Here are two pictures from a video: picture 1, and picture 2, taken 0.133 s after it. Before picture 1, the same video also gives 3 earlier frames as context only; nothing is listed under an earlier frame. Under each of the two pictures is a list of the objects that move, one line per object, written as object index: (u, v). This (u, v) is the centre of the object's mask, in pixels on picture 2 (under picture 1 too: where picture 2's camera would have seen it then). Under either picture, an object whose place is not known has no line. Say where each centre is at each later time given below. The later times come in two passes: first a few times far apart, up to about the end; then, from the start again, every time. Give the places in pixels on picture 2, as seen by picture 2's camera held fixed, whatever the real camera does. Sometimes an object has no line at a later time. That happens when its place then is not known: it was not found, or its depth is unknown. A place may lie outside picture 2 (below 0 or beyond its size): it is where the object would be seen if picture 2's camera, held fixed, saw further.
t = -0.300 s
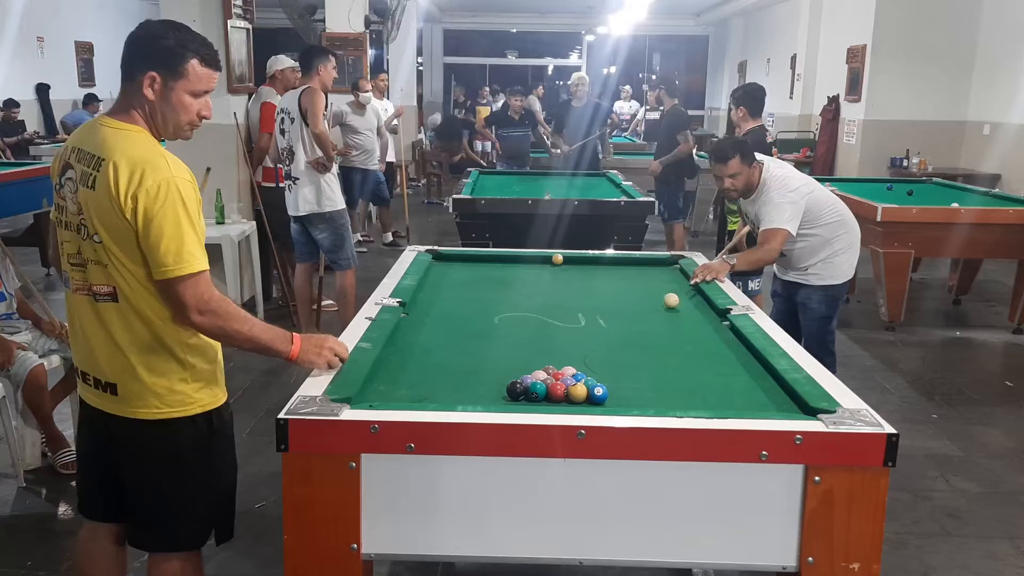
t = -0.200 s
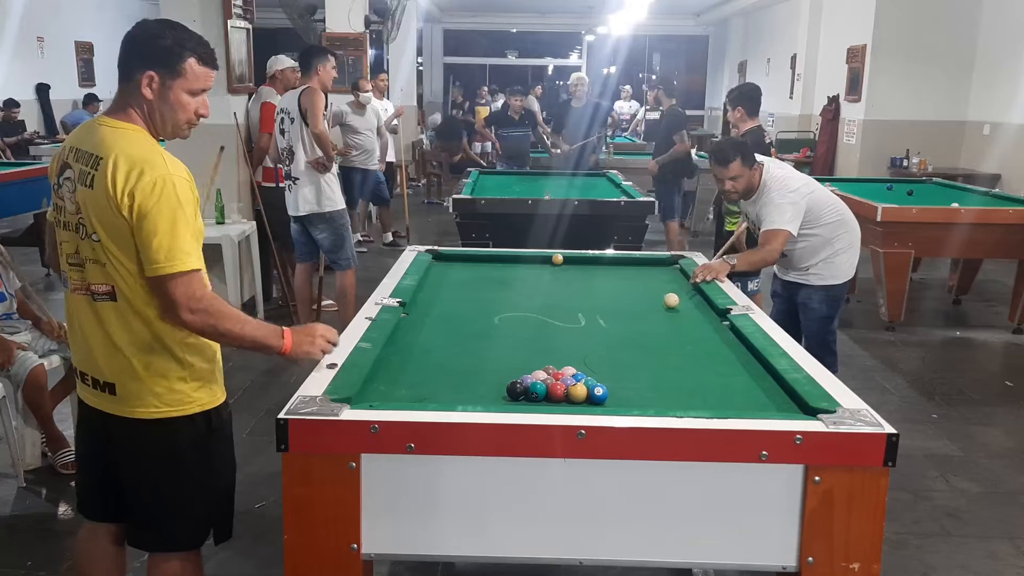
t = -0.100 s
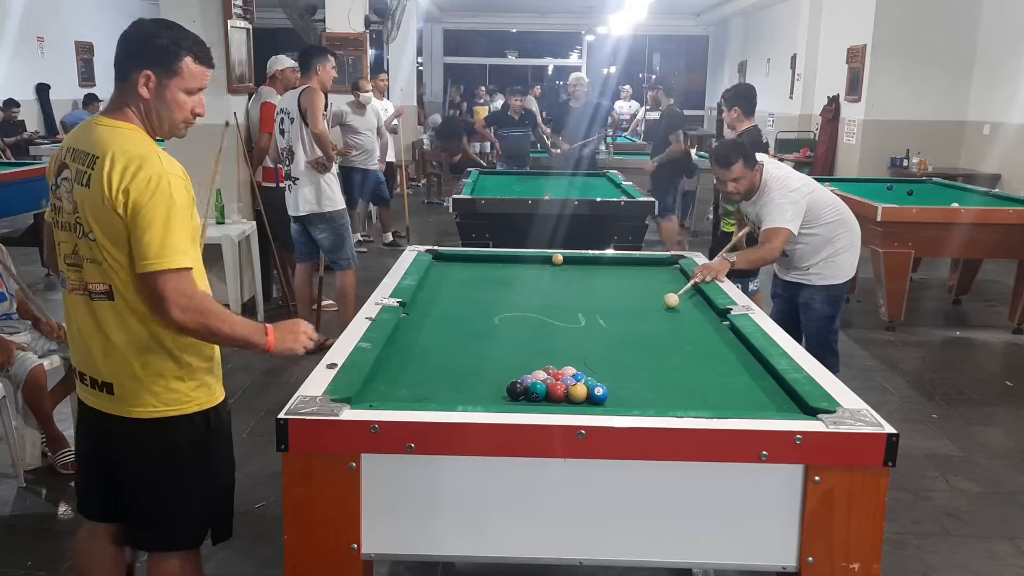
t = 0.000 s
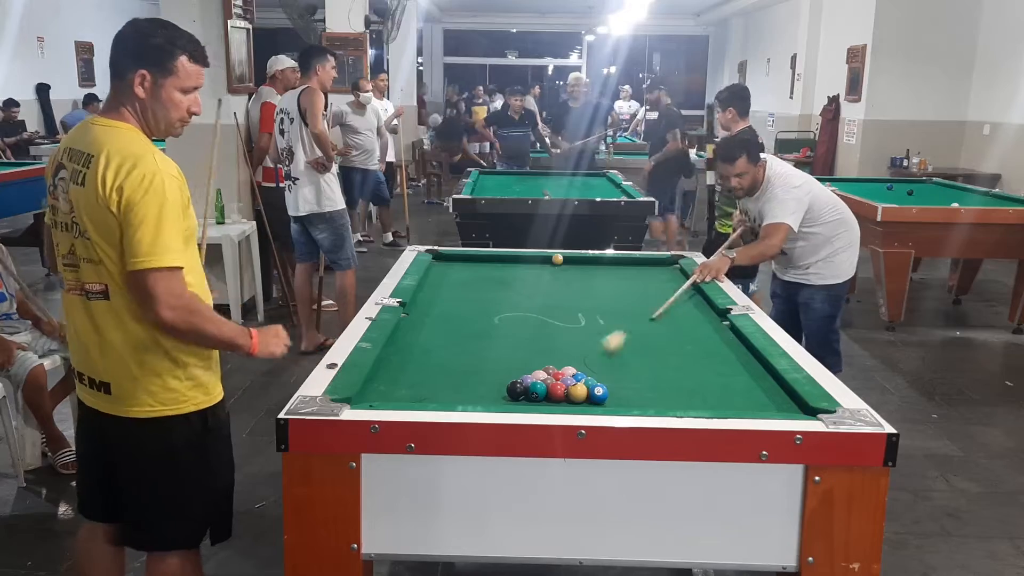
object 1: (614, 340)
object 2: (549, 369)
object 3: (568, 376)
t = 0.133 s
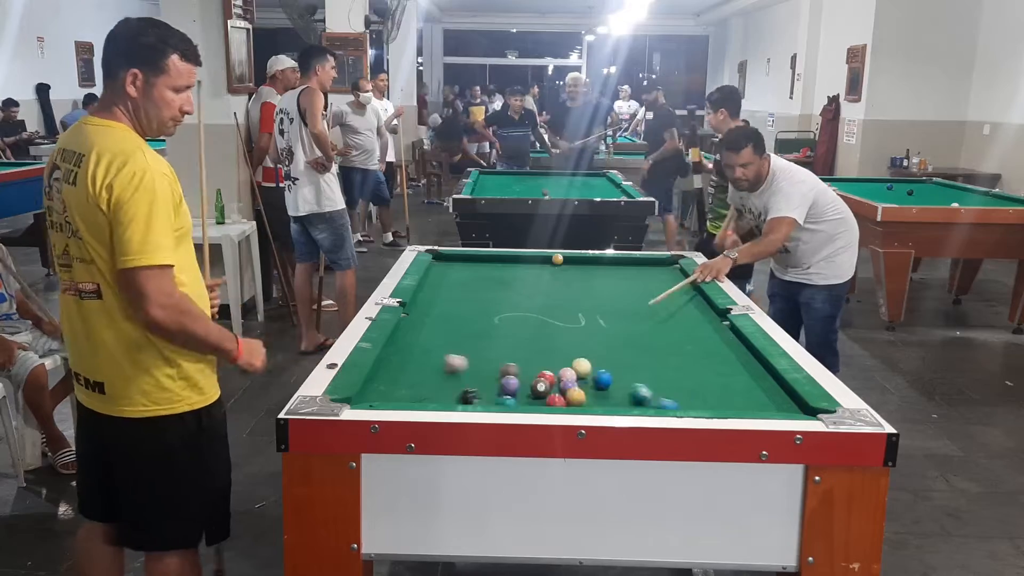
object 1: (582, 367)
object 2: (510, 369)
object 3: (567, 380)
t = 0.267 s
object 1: (592, 366)
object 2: (462, 369)
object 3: (563, 367)
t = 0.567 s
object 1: (631, 360)
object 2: (399, 363)
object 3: (532, 344)
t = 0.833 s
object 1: (661, 355)
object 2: (467, 363)
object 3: (509, 332)
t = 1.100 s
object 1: (689, 350)
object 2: (530, 362)
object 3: (490, 320)
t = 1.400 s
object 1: (715, 346)
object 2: (551, 356)
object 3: (471, 308)
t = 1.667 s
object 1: (736, 343)
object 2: (549, 348)
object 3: (457, 298)
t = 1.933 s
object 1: (726, 340)
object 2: (546, 342)
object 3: (445, 290)
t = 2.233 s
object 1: (708, 338)
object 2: (544, 336)
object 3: (433, 283)
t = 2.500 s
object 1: (695, 336)
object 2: (543, 332)
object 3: (430, 278)
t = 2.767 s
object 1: (685, 335)
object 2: (542, 328)
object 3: (439, 274)
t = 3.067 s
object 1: (676, 334)
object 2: (539, 321)
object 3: (446, 271)
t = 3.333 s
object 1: (670, 333)
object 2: (542, 322)
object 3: (452, 269)
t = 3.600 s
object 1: (668, 333)
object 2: (540, 321)
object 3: (457, 267)
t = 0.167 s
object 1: (583, 367)
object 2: (497, 370)
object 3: (566, 379)
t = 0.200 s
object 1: (584, 368)
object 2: (485, 371)
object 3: (564, 376)
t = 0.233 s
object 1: (587, 367)
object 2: (474, 370)
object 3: (567, 370)
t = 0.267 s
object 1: (592, 366)
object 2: (462, 369)
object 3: (563, 367)
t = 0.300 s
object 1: (597, 365)
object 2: (450, 368)
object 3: (560, 364)
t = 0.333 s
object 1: (601, 365)
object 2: (438, 368)
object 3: (556, 361)
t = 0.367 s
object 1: (606, 364)
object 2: (427, 367)
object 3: (553, 358)
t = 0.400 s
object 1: (610, 363)
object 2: (415, 366)
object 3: (549, 356)
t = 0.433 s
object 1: (614, 362)
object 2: (405, 365)
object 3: (546, 353)
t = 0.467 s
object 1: (619, 362)
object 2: (393, 364)
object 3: (543, 351)
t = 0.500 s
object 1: (623, 361)
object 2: (383, 364)
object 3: (539, 348)
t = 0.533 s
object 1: (627, 360)
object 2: (390, 362)
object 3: (535, 346)
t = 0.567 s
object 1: (631, 360)
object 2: (399, 363)
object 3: (532, 344)
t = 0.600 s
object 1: (635, 359)
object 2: (408, 363)
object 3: (528, 343)
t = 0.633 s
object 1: (639, 358)
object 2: (416, 363)
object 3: (526, 341)
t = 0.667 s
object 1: (643, 358)
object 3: (522, 340)
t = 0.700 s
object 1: (646, 357)
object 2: (434, 363)
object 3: (520, 338)
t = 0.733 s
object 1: (650, 357)
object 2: (442, 363)
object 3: (517, 336)
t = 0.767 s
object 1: (654, 356)
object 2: (450, 362)
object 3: (514, 335)
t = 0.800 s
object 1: (658, 356)
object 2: (458, 362)
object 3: (512, 333)
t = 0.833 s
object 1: (661, 355)
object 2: (467, 363)
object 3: (509, 332)
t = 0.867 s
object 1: (665, 354)
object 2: (475, 362)
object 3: (507, 330)
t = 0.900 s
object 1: (668, 354)
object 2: (483, 362)
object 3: (504, 329)
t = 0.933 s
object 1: (672, 353)
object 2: (490, 362)
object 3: (501, 327)
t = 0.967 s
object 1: (675, 353)
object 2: (498, 362)
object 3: (499, 326)
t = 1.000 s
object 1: (679, 352)
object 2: (506, 362)
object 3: (497, 324)
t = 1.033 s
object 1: (682, 352)
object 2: (514, 362)
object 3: (494, 323)
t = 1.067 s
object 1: (685, 351)
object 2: (522, 362)
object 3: (492, 321)
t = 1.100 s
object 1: (689, 350)
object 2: (530, 362)
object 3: (490, 320)
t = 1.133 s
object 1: (692, 350)
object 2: (537, 361)
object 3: (487, 318)
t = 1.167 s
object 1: (695, 349)
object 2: (545, 362)
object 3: (485, 317)
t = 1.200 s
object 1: (698, 349)
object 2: (552, 362)
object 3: (483, 315)
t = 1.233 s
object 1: (700, 347)
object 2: (555, 361)
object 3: (481, 314)
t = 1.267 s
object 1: (704, 346)
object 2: (553, 360)
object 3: (479, 313)
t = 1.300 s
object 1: (708, 347)
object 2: (553, 359)
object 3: (477, 311)
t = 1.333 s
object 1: (710, 347)
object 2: (552, 358)
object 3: (475, 310)
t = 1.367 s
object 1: (713, 347)
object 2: (552, 357)
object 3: (473, 309)
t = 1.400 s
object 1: (715, 346)
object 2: (551, 356)
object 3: (471, 308)
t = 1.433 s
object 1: (718, 346)
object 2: (551, 354)
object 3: (469, 306)
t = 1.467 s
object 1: (721, 345)
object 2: (550, 353)
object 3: (467, 305)
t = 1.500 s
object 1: (724, 345)
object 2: (550, 352)
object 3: (466, 304)
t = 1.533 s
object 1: (726, 345)
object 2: (550, 352)
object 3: (464, 303)
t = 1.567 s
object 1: (729, 344)
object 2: (549, 351)
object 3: (462, 302)
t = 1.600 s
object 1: (731, 344)
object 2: (549, 350)
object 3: (461, 301)
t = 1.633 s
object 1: (734, 343)
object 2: (549, 349)
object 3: (459, 299)
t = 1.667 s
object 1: (736, 343)
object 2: (549, 348)
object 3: (457, 298)
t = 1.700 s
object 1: (739, 342)
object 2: (548, 347)
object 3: (455, 297)
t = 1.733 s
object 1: (739, 342)
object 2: (548, 346)
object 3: (454, 296)
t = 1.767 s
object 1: (737, 342)
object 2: (547, 346)
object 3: (452, 295)
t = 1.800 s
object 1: (734, 341)
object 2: (547, 345)
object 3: (451, 294)
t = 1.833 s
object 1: (732, 341)
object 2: (547, 344)
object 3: (449, 293)
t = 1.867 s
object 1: (731, 341)
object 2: (547, 343)
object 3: (448, 292)
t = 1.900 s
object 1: (728, 340)
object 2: (546, 343)
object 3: (446, 291)
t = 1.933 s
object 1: (726, 340)
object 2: (546, 342)
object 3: (445, 290)
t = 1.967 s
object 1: (724, 340)
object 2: (546, 341)
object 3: (443, 290)
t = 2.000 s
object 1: (722, 339)
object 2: (546, 341)
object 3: (442, 288)
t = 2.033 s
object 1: (719, 340)
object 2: (545, 340)
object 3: (441, 288)
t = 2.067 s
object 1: (717, 339)
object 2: (545, 339)
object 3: (439, 287)
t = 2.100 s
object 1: (715, 339)
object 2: (545, 338)
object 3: (438, 286)
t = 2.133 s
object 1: (713, 339)
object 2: (545, 338)
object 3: (437, 285)
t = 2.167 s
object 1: (712, 338)
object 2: (544, 338)
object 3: (436, 284)
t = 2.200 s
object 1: (710, 338)
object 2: (544, 337)
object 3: (434, 284)
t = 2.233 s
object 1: (708, 338)
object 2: (544, 336)
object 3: (433, 283)
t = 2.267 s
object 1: (706, 337)
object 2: (544, 335)
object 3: (432, 282)
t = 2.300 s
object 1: (704, 337)
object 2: (544, 335)
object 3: (431, 281)
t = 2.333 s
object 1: (703, 337)
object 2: (543, 335)
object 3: (430, 280)
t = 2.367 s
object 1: (701, 337)
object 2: (543, 334)
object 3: (428, 280)
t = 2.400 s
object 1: (700, 336)
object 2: (543, 333)
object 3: (427, 279)
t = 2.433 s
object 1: (698, 336)
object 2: (543, 333)
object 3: (428, 278)
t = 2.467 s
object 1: (697, 336)
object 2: (543, 332)
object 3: (429, 278)
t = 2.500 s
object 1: (695, 336)
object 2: (543, 332)
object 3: (430, 278)
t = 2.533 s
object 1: (694, 336)
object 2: (542, 331)
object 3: (431, 277)
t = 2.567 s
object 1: (692, 336)
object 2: (542, 331)
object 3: (433, 277)
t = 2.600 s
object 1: (691, 335)
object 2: (542, 330)
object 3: (434, 276)
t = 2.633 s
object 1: (690, 335)
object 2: (542, 330)
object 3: (435, 276)
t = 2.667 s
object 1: (688, 335)
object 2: (542, 330)
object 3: (436, 275)
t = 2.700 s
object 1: (687, 335)
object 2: (542, 329)
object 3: (437, 275)
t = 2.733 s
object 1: (686, 335)
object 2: (542, 329)
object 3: (438, 275)
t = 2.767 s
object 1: (685, 335)
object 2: (542, 328)
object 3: (439, 274)
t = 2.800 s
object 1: (684, 334)
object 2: (541, 328)
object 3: (440, 274)
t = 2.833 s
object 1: (682, 334)
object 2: (541, 327)
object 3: (441, 273)
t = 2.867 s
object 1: (681, 334)
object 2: (540, 327)
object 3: (441, 273)
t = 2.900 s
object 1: (680, 334)
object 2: (540, 327)
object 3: (442, 273)
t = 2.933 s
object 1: (679, 334)
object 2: (539, 326)
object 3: (443, 272)
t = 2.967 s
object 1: (679, 334)
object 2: (539, 325)
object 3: (444, 272)
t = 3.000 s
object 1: (677, 334)
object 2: (539, 323)
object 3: (445, 272)
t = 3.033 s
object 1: (676, 334)
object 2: (539, 322)
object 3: (446, 272)
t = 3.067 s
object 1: (676, 334)
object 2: (539, 321)
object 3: (446, 271)
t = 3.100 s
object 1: (675, 334)
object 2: (539, 321)
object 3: (448, 271)
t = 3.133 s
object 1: (674, 334)
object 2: (542, 320)
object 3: (448, 271)
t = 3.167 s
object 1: (674, 333)
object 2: (543, 320)
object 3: (449, 270)
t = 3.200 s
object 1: (673, 333)
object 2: (543, 321)
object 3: (449, 270)
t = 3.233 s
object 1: (672, 333)
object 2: (543, 321)
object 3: (450, 270)
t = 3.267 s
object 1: (672, 333)
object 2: (543, 321)
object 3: (451, 270)
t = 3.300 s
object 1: (671, 333)
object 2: (542, 321)
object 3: (451, 269)
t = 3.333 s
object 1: (670, 333)
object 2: (542, 322)
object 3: (452, 269)
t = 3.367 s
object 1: (670, 333)
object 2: (542, 322)
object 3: (453, 269)
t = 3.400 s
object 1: (670, 333)
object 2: (542, 321)
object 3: (453, 269)
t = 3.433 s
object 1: (669, 333)
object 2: (541, 321)
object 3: (454, 268)
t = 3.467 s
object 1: (669, 333)
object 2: (541, 321)
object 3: (455, 268)
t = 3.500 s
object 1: (669, 333)
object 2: (541, 321)
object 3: (455, 268)
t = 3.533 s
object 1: (668, 333)
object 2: (540, 321)
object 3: (456, 268)
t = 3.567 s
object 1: (668, 333)
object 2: (540, 321)
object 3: (457, 267)
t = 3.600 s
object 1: (668, 333)
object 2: (540, 321)
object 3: (457, 267)
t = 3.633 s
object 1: (668, 333)
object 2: (540, 320)
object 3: (458, 267)
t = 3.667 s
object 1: (668, 333)
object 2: (541, 320)
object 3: (458, 267)
